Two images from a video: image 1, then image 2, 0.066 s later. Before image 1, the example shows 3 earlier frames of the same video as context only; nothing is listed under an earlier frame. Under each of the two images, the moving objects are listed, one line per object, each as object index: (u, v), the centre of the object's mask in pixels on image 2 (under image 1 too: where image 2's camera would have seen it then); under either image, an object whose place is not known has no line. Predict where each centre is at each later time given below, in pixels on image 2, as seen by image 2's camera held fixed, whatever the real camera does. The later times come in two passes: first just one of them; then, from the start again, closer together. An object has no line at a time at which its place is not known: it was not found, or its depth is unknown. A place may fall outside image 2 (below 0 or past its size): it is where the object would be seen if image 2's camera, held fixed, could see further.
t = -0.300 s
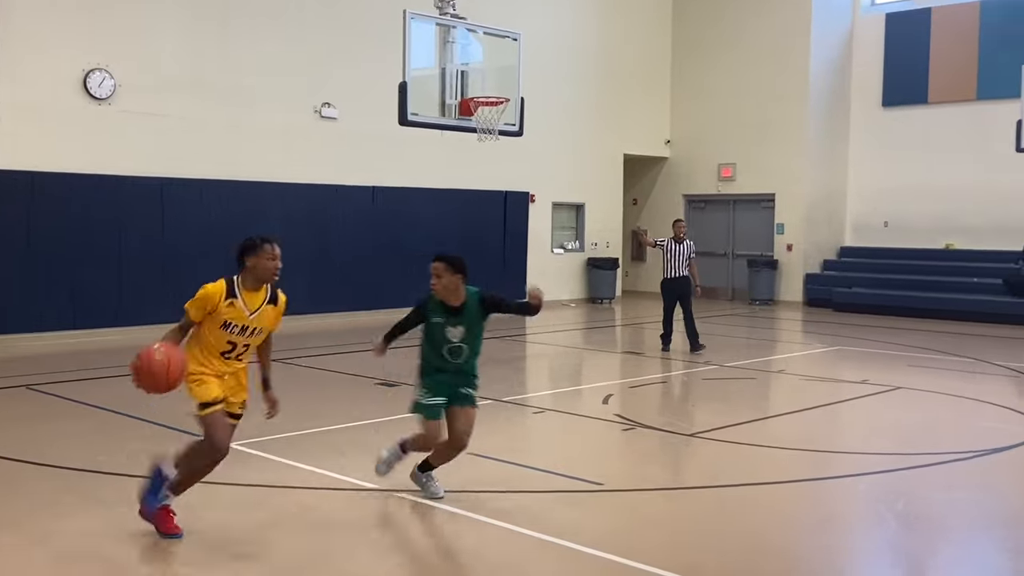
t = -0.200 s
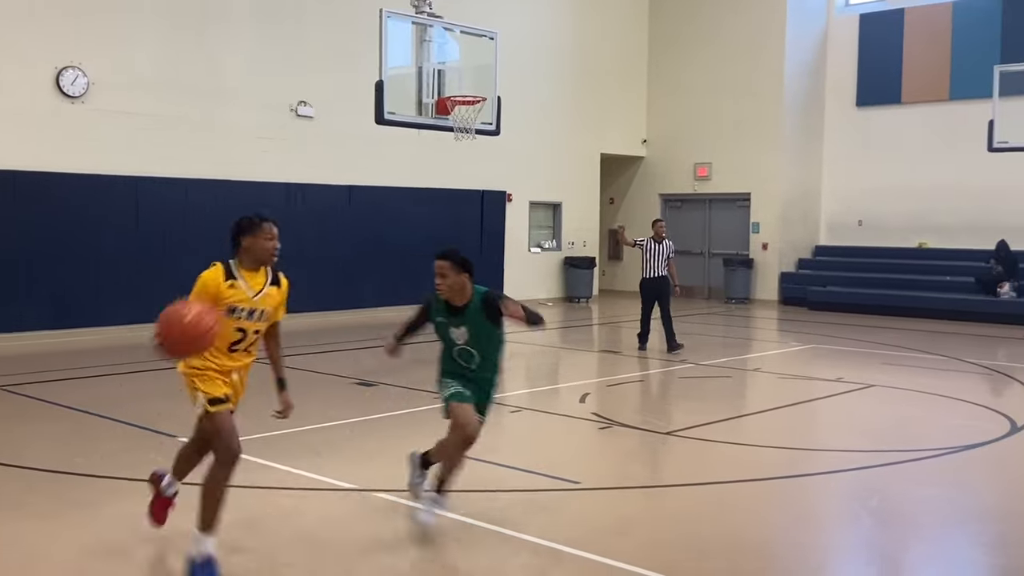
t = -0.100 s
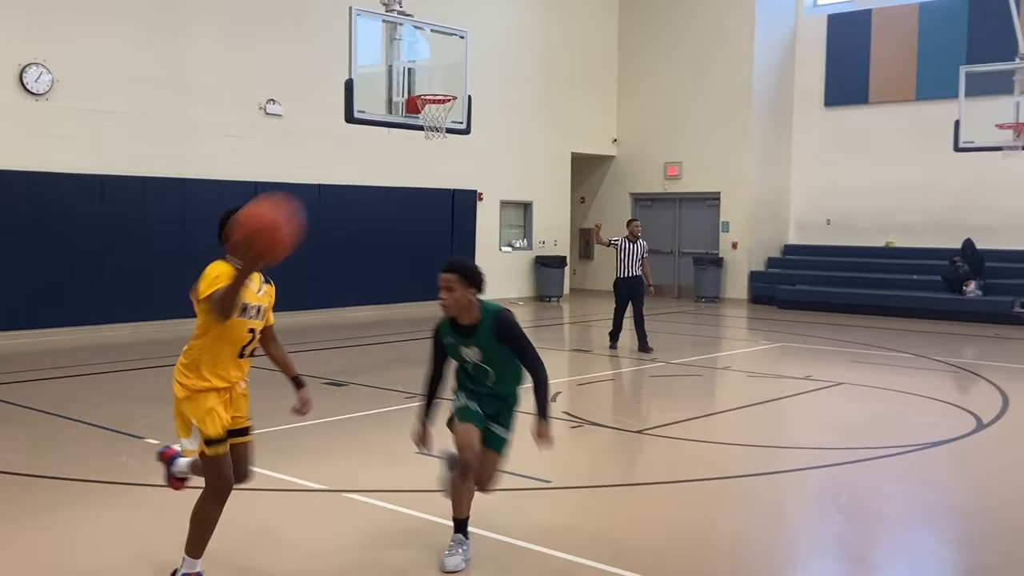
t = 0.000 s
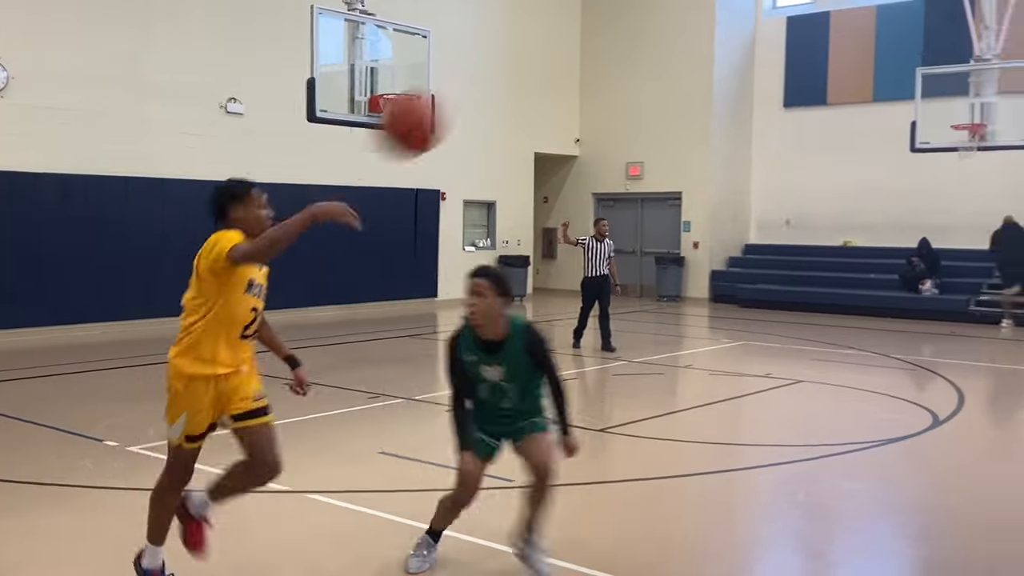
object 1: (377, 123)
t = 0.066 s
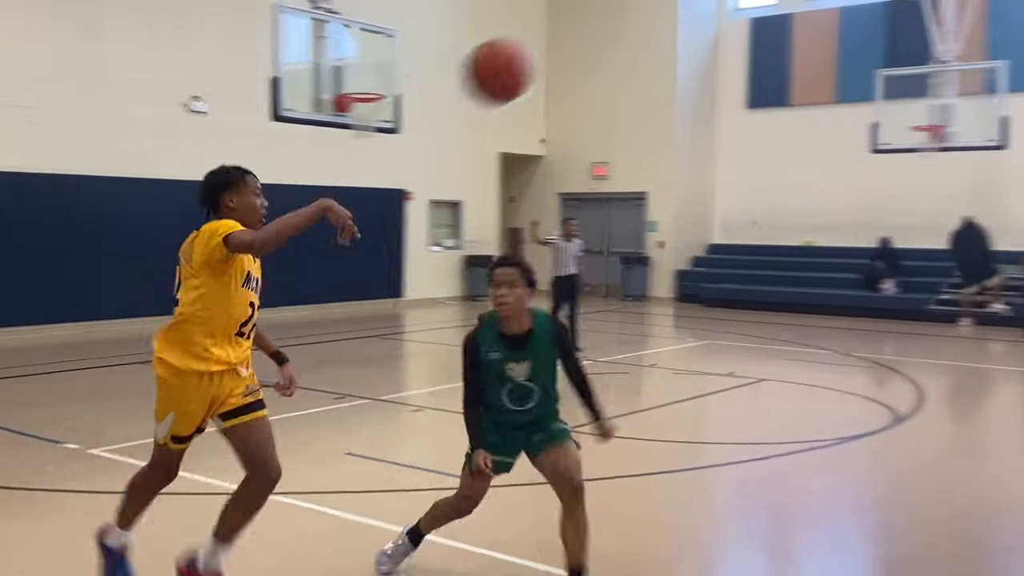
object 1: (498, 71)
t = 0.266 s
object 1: (840, 1)
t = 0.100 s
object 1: (556, 50)
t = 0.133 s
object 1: (614, 32)
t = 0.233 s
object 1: (786, 6)
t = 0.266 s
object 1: (840, 1)
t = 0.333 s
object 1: (943, -8)
